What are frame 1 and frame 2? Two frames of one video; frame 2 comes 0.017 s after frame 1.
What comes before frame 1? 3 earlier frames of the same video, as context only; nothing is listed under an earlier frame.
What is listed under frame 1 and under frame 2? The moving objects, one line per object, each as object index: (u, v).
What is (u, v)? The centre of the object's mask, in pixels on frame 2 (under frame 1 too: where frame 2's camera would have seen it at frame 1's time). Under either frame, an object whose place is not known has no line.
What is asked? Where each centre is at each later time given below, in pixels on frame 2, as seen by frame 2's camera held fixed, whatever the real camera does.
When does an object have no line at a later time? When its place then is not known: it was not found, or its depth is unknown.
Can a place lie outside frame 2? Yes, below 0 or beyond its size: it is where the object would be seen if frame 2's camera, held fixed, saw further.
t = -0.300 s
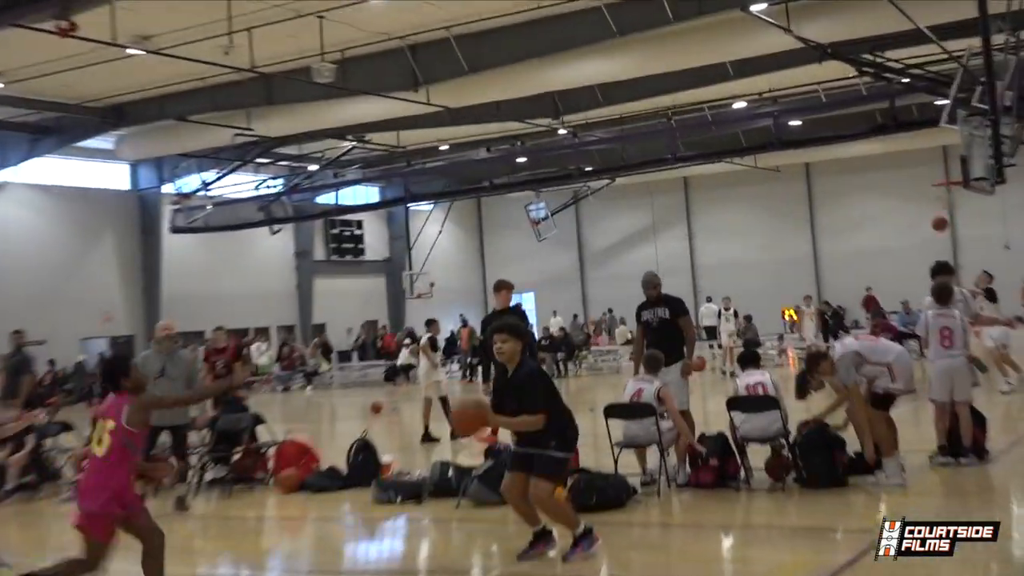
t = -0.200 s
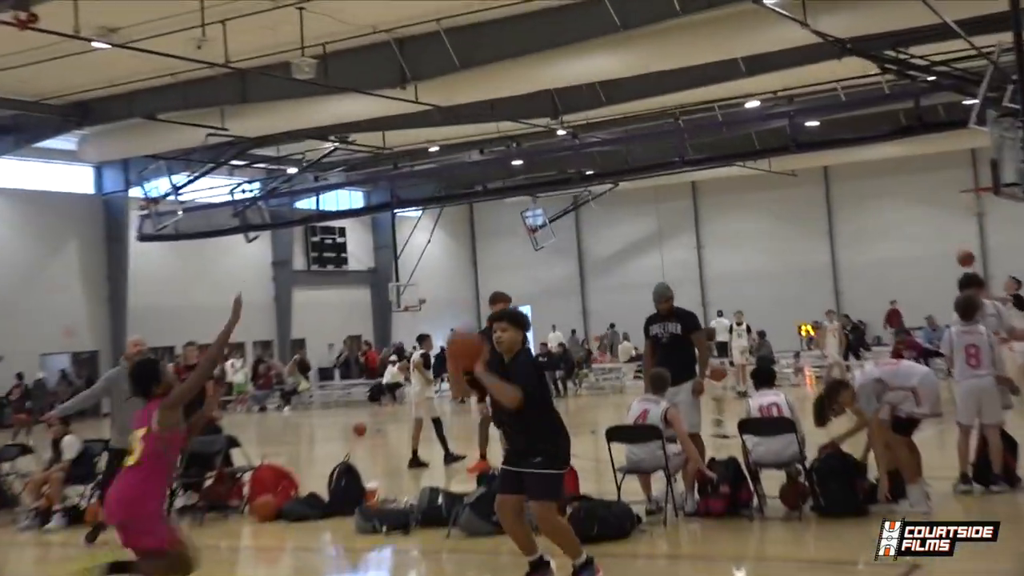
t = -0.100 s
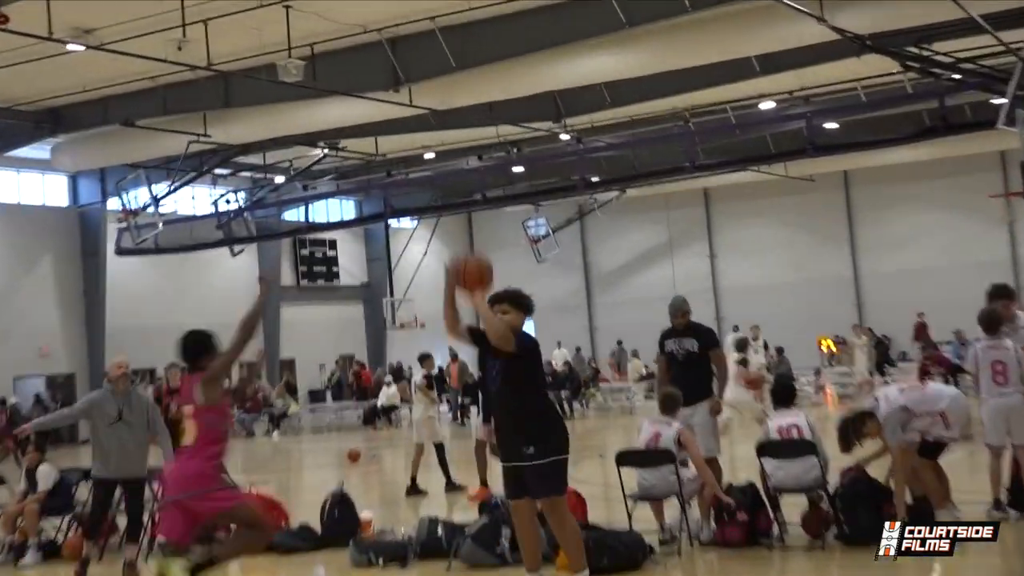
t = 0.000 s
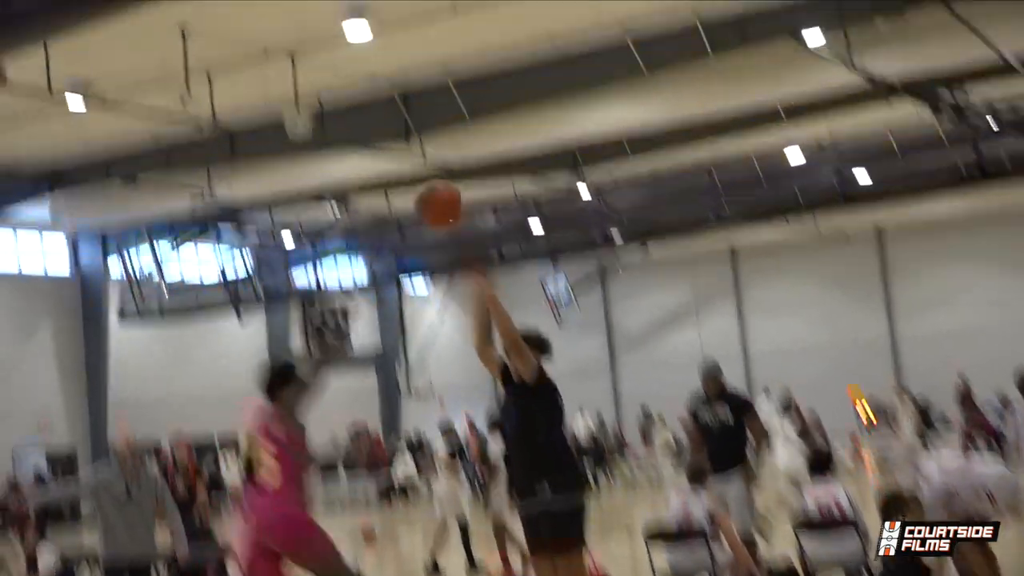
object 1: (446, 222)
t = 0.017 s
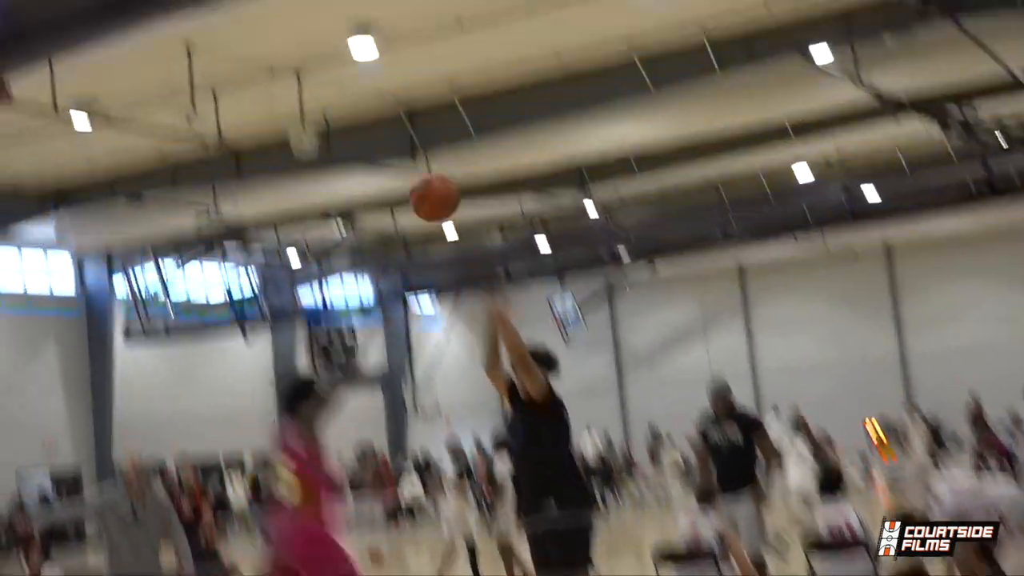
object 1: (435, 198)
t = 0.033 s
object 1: (425, 178)
